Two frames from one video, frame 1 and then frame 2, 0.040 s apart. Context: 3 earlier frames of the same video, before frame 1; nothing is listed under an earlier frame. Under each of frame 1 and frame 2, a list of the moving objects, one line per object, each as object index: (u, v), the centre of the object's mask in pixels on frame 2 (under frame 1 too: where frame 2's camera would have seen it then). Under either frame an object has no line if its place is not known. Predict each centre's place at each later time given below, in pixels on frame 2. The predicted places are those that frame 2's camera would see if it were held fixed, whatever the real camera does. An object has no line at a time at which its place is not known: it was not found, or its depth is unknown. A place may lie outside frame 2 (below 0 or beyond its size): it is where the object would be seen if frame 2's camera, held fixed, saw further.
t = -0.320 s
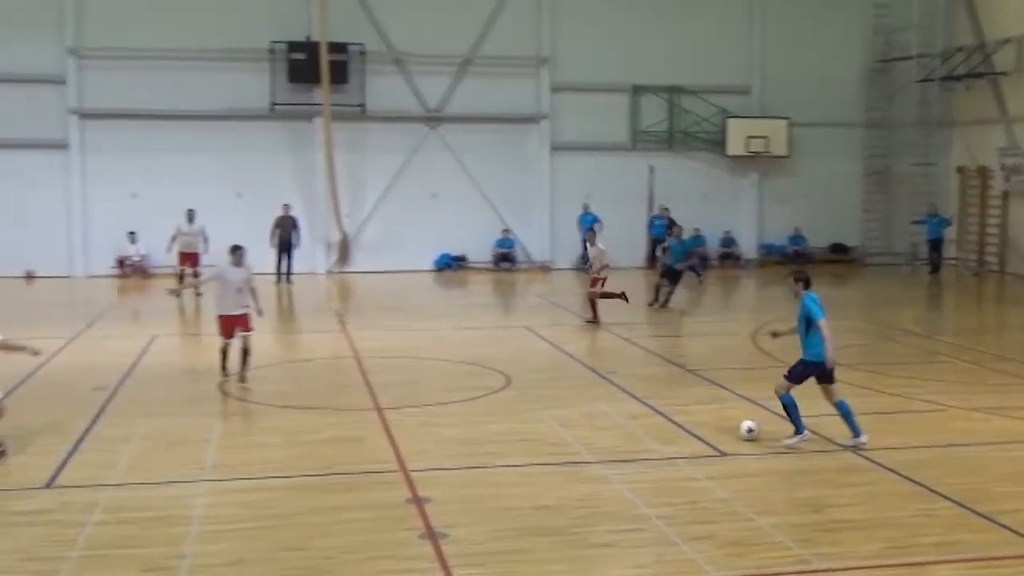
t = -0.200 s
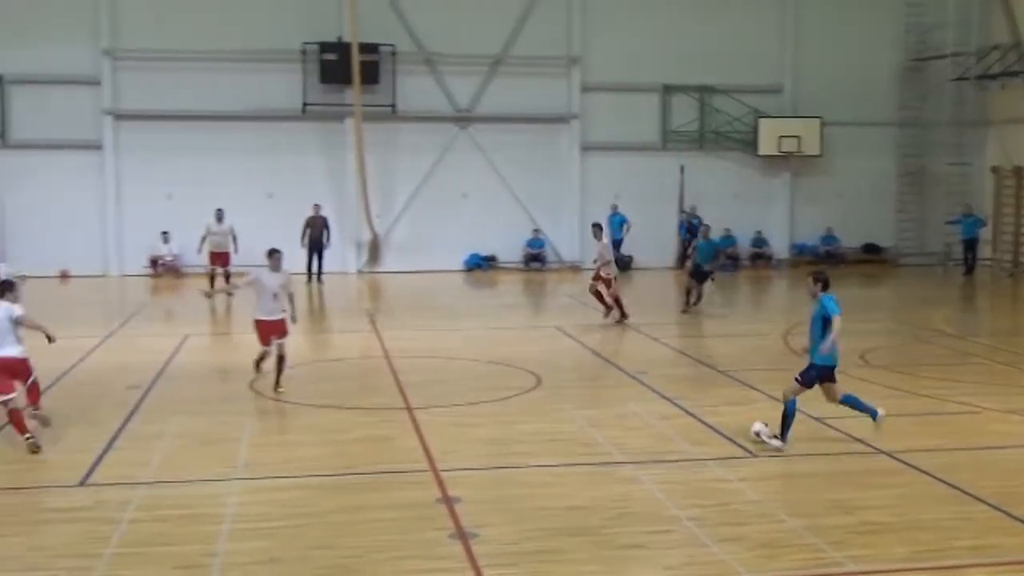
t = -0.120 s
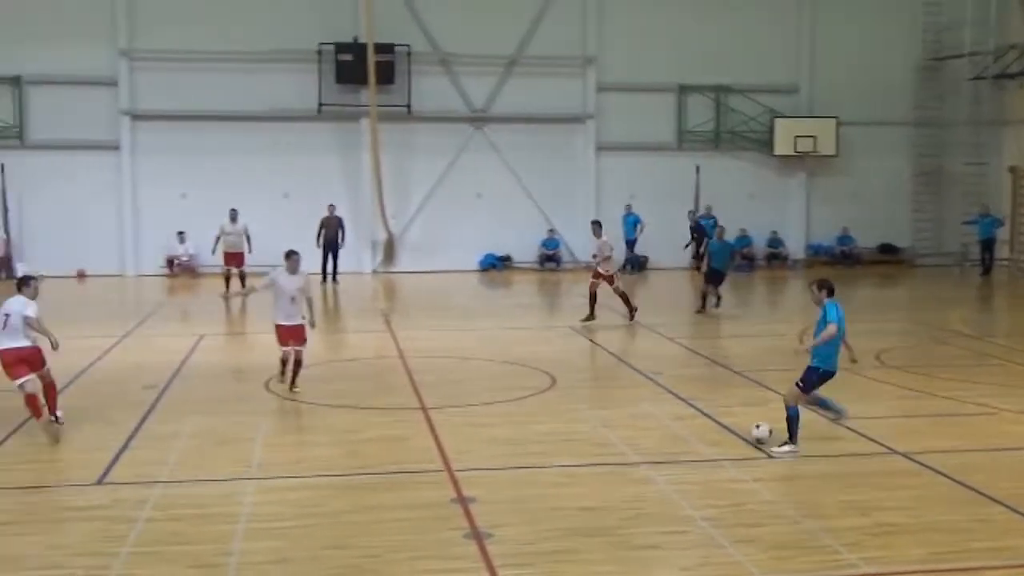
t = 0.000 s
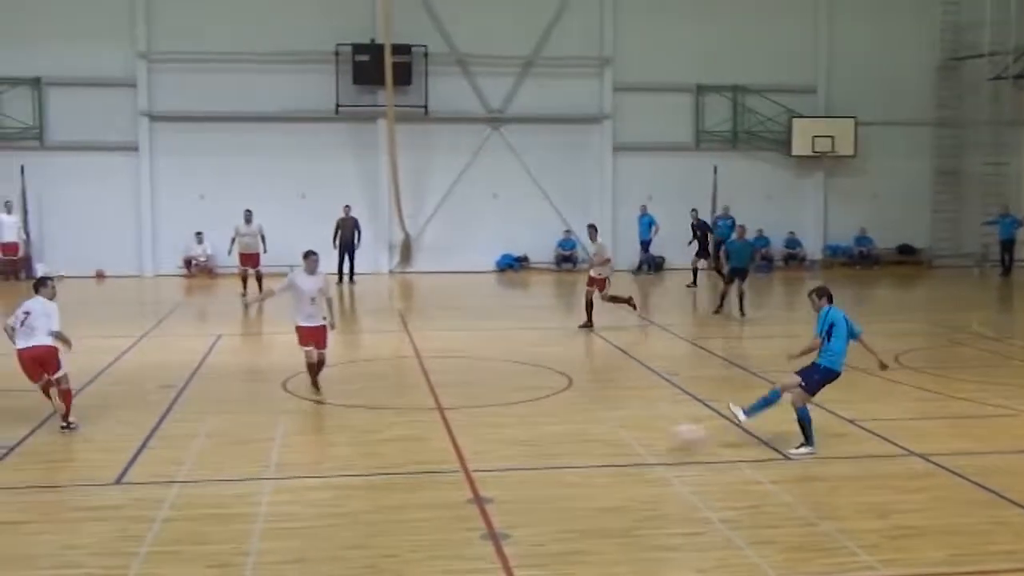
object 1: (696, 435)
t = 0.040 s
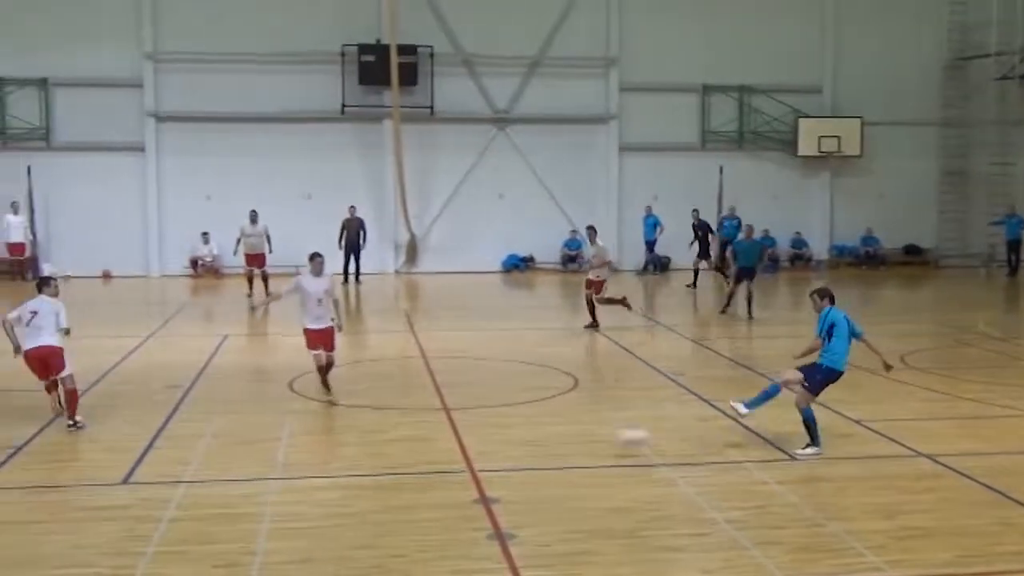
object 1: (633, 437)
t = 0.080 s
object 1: (568, 445)
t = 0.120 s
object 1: (501, 451)
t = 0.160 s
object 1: (435, 462)
